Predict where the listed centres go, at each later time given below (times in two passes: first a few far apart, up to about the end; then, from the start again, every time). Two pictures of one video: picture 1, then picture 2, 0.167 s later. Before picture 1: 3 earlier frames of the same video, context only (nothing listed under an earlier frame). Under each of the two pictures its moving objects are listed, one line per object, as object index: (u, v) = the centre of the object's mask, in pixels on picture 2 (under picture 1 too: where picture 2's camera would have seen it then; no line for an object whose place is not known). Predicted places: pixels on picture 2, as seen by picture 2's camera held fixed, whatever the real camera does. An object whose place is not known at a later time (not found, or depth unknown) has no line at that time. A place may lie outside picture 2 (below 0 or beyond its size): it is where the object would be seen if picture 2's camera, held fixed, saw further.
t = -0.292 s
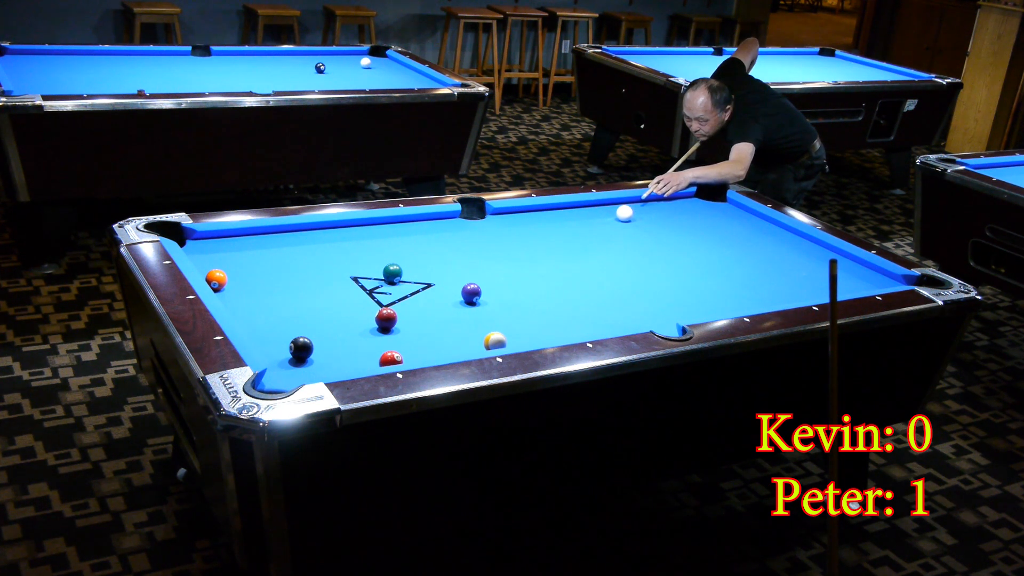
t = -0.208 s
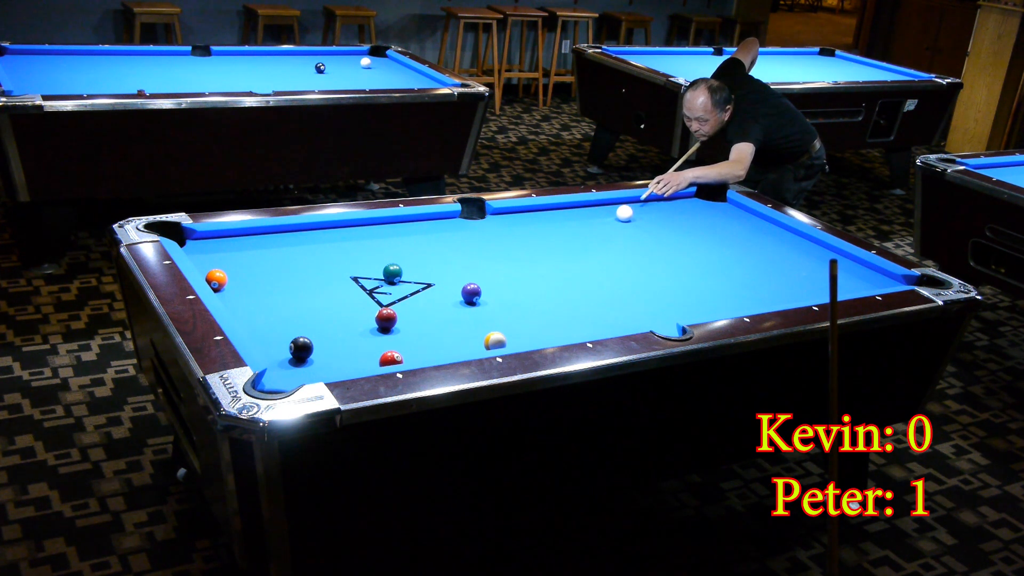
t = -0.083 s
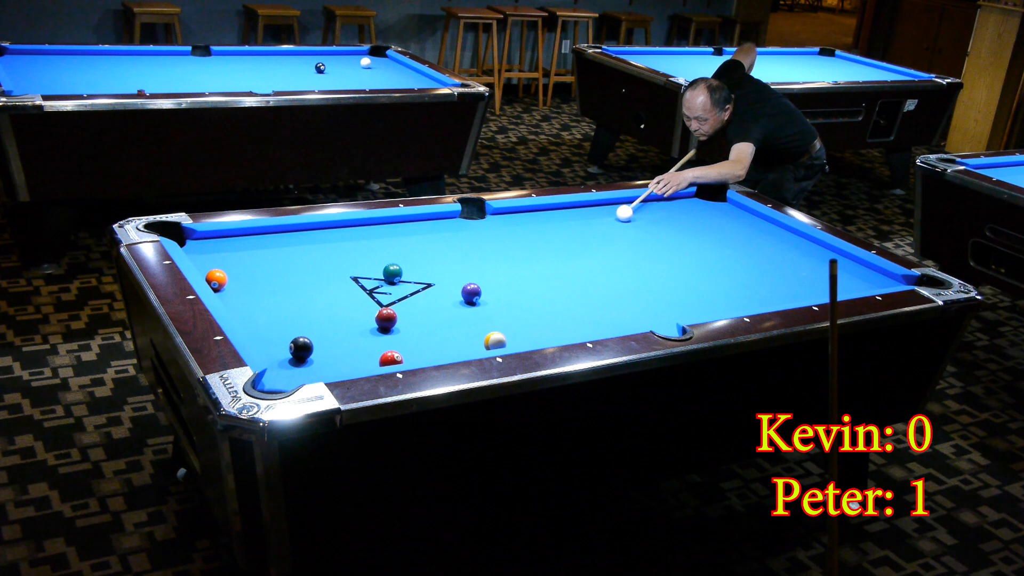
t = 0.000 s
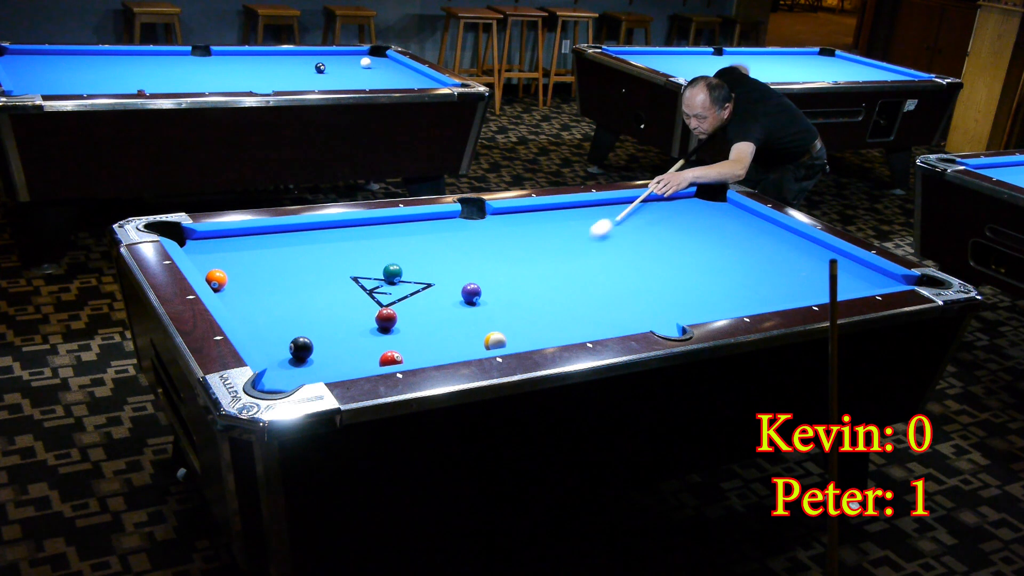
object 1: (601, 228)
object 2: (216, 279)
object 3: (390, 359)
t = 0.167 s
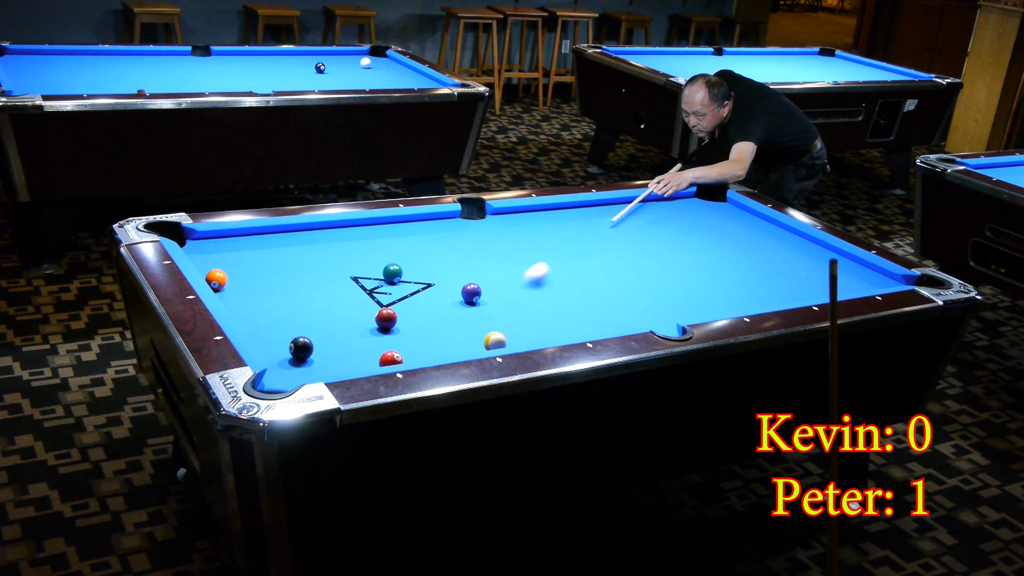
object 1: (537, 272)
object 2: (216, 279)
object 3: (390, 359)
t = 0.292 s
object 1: (483, 311)
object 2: (216, 279)
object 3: (390, 359)
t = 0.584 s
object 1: (377, 336)
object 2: (216, 279)
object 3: (290, 373)
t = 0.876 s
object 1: (296, 309)
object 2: (216, 279)
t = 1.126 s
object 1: (230, 290)
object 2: (215, 278)
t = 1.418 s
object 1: (236, 278)
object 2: (205, 264)
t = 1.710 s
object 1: (253, 267)
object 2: (194, 250)
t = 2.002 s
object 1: (268, 257)
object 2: (185, 238)
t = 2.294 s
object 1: (282, 249)
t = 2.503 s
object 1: (291, 244)
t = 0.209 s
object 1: (520, 284)
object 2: (216, 279)
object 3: (390, 359)
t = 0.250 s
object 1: (502, 297)
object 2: (216, 279)
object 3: (390, 359)
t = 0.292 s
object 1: (483, 311)
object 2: (216, 279)
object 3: (390, 359)
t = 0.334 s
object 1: (464, 324)
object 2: (216, 279)
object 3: (390, 359)
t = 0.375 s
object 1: (444, 338)
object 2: (216, 279)
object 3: (390, 359)
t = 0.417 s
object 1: (424, 350)
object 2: (216, 279)
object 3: (390, 359)
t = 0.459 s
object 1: (409, 353)
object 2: (216, 279)
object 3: (373, 360)
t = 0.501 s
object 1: (399, 348)
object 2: (216, 279)
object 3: (345, 364)
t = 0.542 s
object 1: (388, 342)
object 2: (216, 279)
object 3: (316, 369)
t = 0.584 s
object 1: (377, 336)
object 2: (216, 279)
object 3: (290, 373)
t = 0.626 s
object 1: (366, 332)
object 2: (216, 279)
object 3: (274, 381)
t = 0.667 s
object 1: (355, 327)
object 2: (216, 279)
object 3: (278, 388)
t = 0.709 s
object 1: (343, 324)
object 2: (216, 279)
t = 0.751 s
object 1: (331, 319)
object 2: (216, 279)
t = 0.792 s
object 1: (319, 316)
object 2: (216, 279)
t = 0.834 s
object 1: (307, 313)
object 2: (216, 279)
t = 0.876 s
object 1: (296, 309)
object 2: (216, 279)
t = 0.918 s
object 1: (284, 306)
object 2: (217, 279)
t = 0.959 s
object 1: (274, 303)
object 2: (216, 279)
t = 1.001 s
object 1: (262, 299)
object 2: (216, 279)
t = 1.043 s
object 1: (251, 297)
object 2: (216, 279)
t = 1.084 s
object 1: (241, 293)
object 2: (216, 279)
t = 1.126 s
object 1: (230, 290)
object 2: (215, 278)
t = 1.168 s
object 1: (221, 287)
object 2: (215, 274)
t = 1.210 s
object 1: (223, 286)
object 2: (212, 273)
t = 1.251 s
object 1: (226, 284)
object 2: (211, 272)
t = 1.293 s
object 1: (228, 283)
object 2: (210, 271)
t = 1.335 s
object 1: (231, 281)
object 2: (208, 269)
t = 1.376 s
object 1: (234, 280)
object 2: (207, 266)
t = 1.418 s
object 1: (236, 278)
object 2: (205, 264)
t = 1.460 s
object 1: (239, 276)
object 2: (203, 262)
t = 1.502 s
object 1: (241, 274)
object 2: (202, 260)
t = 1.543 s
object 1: (244, 273)
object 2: (200, 258)
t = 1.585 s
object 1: (246, 271)
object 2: (199, 256)
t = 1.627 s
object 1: (248, 270)
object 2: (197, 254)
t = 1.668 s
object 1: (251, 268)
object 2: (196, 252)
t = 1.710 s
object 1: (253, 267)
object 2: (194, 250)
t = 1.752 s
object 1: (255, 265)
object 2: (193, 248)
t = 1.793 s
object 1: (257, 264)
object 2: (192, 246)
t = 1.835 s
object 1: (259, 263)
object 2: (190, 245)
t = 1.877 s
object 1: (262, 261)
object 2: (189, 243)
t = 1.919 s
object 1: (264, 260)
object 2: (188, 241)
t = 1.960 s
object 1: (266, 259)
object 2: (186, 239)
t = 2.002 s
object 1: (268, 257)
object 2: (185, 238)
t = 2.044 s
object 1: (270, 256)
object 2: (184, 236)
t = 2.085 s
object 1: (272, 255)
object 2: (182, 235)
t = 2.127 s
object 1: (274, 254)
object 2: (179, 236)
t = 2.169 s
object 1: (276, 253)
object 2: (177, 239)
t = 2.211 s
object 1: (278, 251)
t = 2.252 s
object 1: (280, 250)
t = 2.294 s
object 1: (282, 249)
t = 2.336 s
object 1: (284, 248)
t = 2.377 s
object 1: (286, 247)
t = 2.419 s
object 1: (288, 246)
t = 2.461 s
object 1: (289, 245)
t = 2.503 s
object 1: (291, 244)
